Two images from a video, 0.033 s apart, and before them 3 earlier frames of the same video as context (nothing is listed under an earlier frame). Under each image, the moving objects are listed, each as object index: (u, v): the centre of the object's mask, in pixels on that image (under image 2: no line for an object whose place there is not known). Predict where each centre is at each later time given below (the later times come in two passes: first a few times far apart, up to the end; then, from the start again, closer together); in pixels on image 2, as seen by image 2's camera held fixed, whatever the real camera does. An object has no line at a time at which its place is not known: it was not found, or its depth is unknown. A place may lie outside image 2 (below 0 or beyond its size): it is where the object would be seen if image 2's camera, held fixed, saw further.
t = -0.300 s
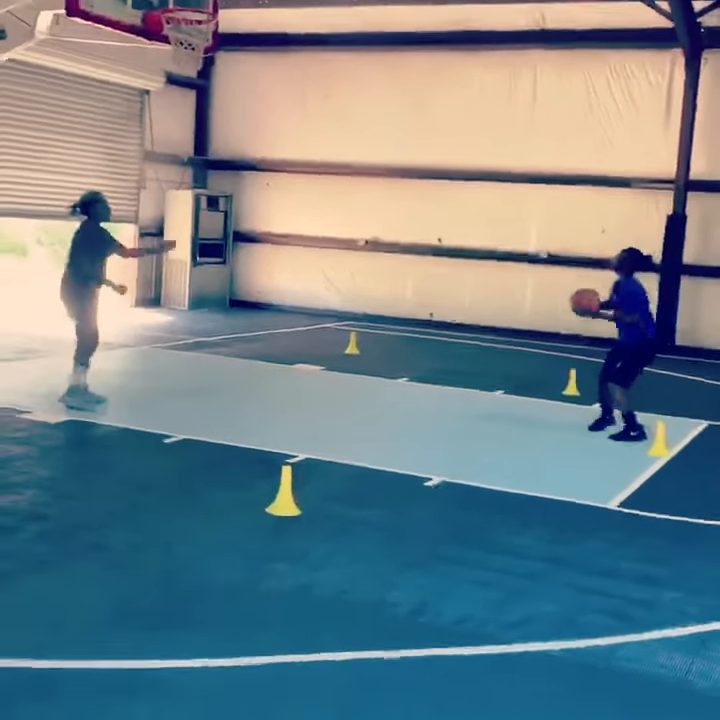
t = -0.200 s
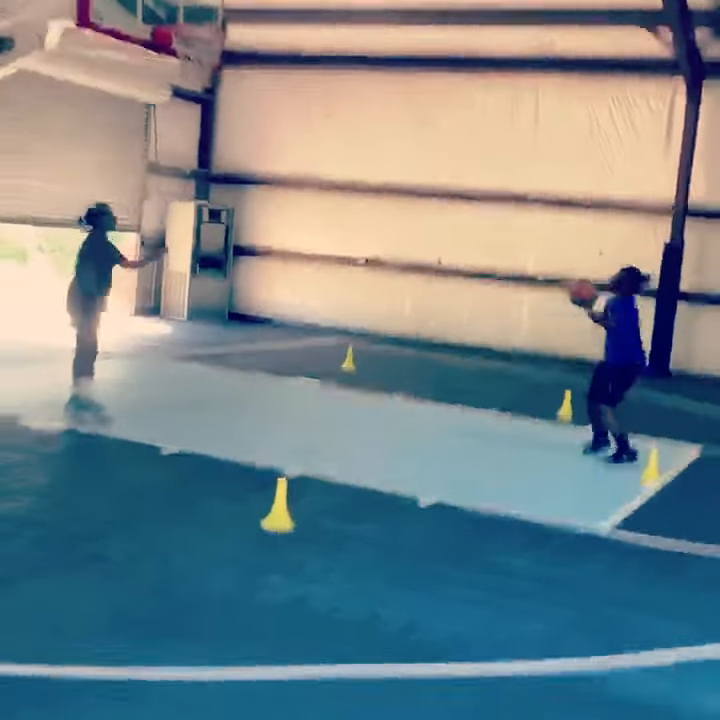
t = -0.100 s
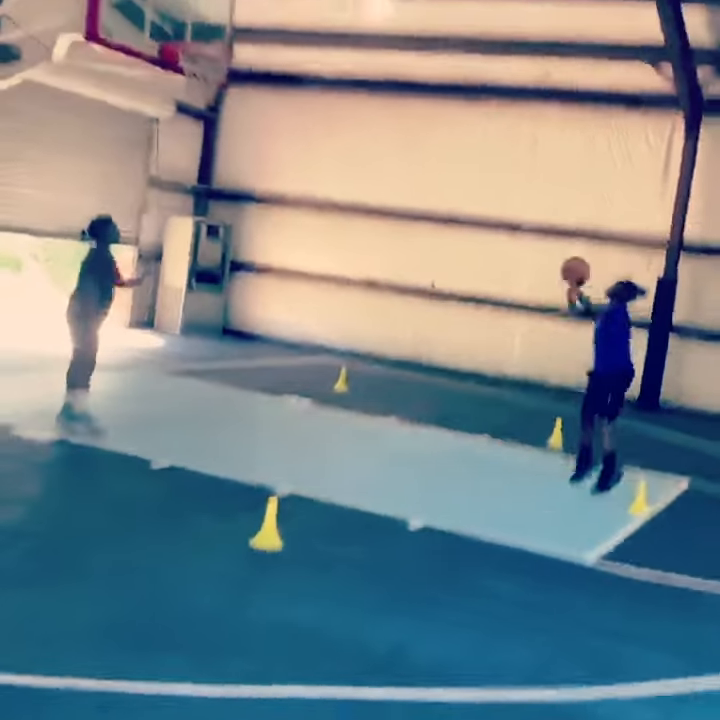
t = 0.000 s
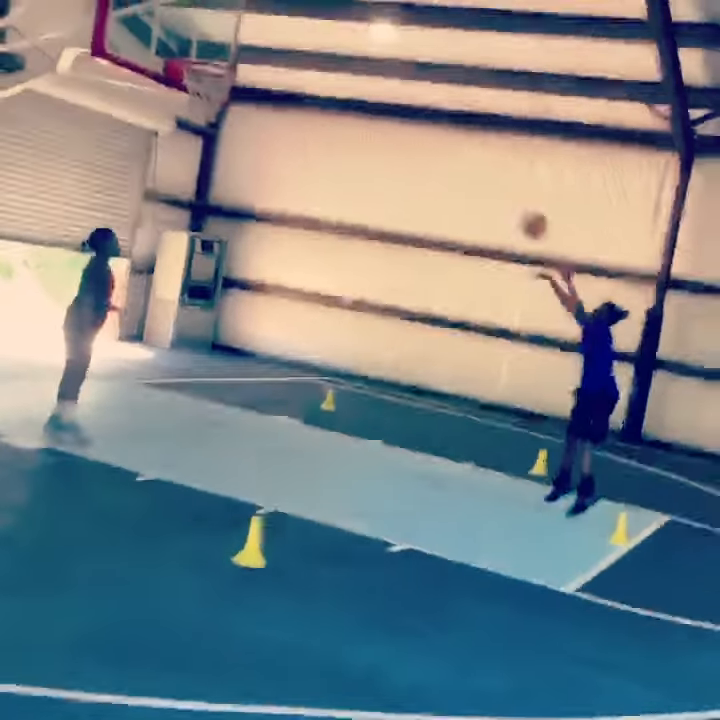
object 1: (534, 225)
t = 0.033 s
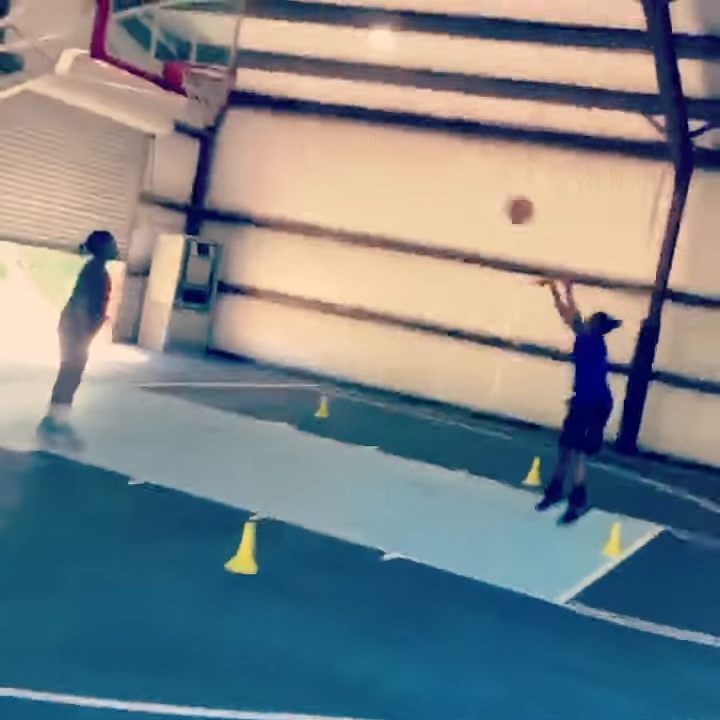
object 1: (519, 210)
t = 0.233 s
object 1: (445, 97)
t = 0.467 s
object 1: (345, 24)
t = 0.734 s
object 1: (224, 31)
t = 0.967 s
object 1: (222, 46)
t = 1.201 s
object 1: (288, 75)
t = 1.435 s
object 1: (345, 168)
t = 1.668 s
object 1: (388, 332)
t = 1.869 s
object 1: (424, 470)
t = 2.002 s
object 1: (485, 391)
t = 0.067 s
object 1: (508, 187)
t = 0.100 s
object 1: (496, 167)
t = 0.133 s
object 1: (484, 148)
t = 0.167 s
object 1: (468, 127)
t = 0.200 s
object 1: (457, 110)
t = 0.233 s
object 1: (445, 97)
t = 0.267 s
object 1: (430, 80)
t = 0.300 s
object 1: (418, 63)
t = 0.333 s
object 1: (404, 56)
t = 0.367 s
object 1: (388, 45)
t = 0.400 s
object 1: (373, 37)
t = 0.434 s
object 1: (359, 28)
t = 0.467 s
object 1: (345, 24)
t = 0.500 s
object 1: (330, 20)
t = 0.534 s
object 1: (315, 18)
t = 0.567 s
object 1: (301, 17)
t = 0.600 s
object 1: (286, 17)
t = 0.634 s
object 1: (271, 17)
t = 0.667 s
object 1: (256, 21)
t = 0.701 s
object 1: (241, 25)
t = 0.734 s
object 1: (224, 31)
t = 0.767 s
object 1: (208, 37)
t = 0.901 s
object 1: (203, 52)
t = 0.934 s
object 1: (213, 48)
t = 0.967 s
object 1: (222, 46)
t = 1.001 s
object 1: (233, 46)
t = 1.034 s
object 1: (244, 47)
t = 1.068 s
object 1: (253, 49)
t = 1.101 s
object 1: (262, 52)
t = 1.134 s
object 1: (272, 60)
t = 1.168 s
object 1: (280, 69)
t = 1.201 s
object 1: (288, 75)
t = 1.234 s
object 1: (297, 83)
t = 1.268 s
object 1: (305, 93)
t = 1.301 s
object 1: (314, 106)
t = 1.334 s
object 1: (321, 118)
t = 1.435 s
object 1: (345, 168)
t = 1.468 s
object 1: (352, 187)
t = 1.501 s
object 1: (359, 207)
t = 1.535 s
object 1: (365, 233)
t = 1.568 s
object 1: (371, 253)
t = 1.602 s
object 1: (377, 278)
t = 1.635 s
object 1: (382, 306)
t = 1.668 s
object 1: (388, 332)
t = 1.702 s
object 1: (393, 361)
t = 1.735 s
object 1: (399, 391)
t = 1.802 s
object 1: (404, 458)
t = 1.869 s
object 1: (424, 470)
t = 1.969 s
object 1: (469, 407)
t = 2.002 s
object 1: (485, 391)
